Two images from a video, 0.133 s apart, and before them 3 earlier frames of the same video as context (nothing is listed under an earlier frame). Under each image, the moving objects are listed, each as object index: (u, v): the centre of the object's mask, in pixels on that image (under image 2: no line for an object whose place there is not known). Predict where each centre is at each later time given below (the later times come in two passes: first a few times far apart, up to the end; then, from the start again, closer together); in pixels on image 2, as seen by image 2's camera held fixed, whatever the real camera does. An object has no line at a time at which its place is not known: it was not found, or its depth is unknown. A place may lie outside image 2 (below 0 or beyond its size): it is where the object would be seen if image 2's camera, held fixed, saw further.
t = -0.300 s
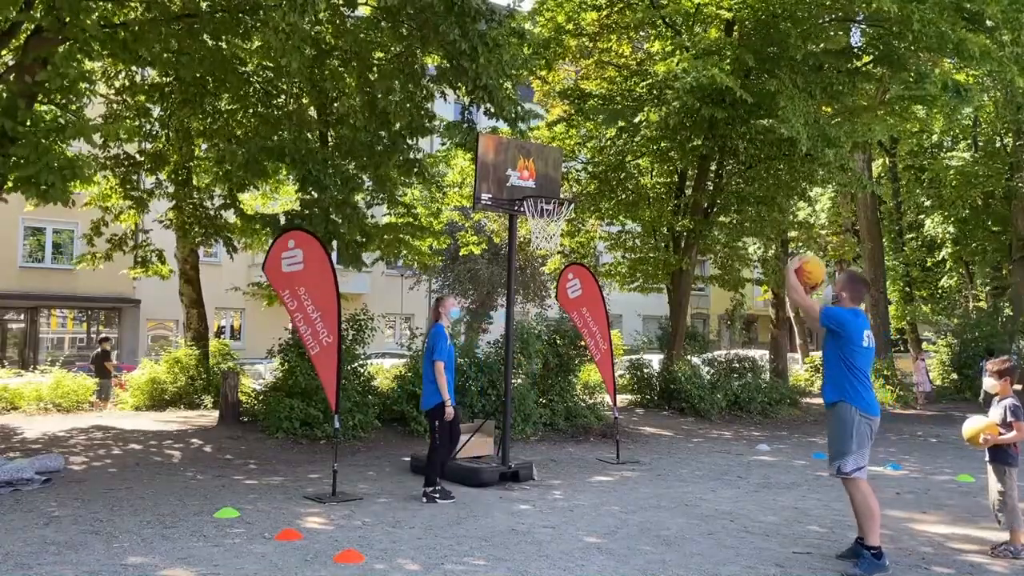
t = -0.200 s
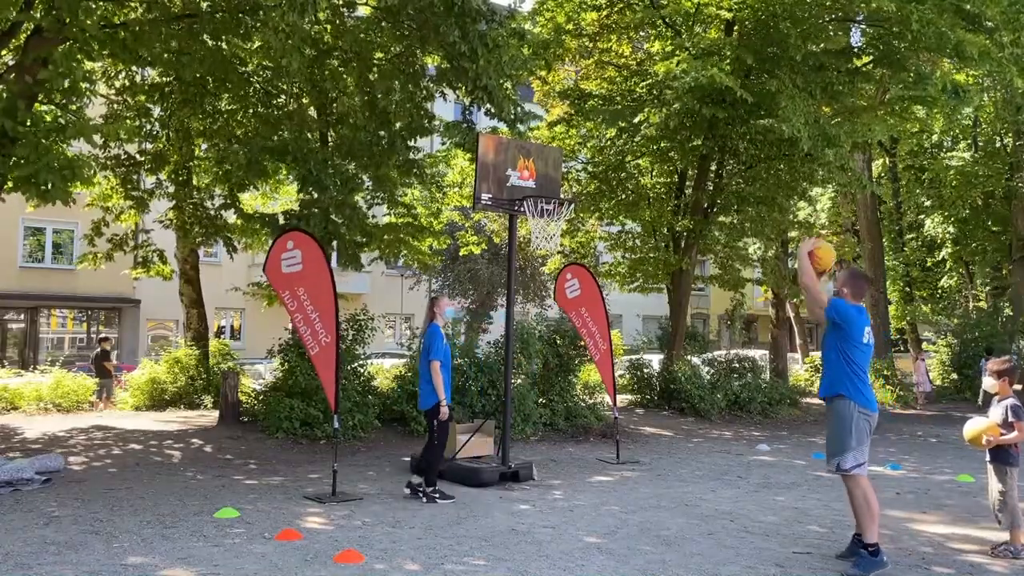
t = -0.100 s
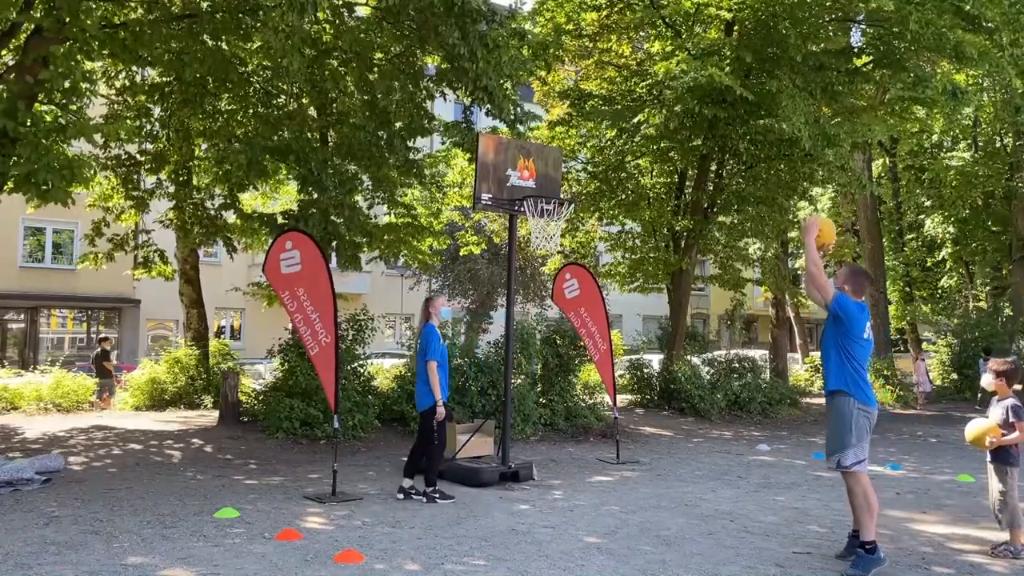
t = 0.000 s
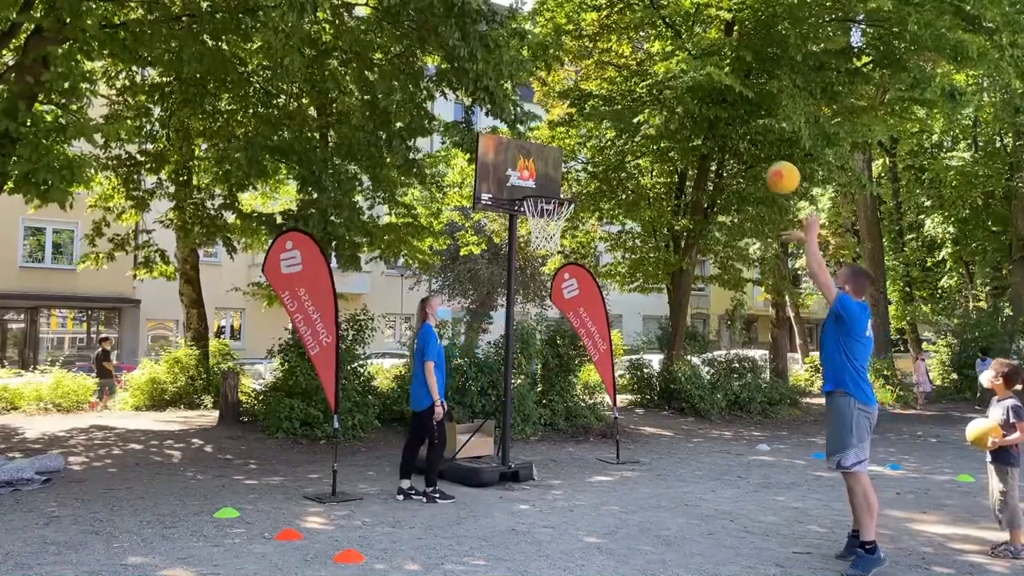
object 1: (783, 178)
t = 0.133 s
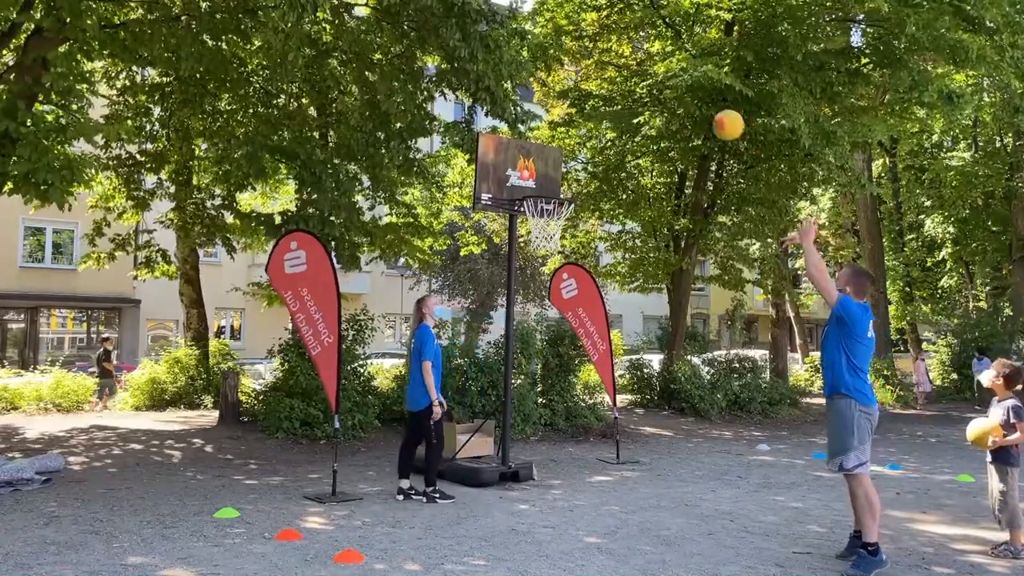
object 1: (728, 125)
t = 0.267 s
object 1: (679, 101)
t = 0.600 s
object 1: (577, 140)
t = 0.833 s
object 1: (561, 210)
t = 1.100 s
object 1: (568, 230)
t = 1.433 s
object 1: (546, 343)
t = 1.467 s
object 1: (545, 360)
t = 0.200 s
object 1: (703, 110)
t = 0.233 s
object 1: (691, 105)
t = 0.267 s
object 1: (679, 101)
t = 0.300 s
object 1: (668, 100)
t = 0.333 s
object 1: (658, 99)
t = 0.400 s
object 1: (636, 102)
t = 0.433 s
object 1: (625, 105)
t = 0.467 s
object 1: (615, 110)
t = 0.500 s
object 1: (605, 115)
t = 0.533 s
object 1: (596, 121)
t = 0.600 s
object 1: (577, 140)
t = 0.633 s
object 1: (569, 150)
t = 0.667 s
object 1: (559, 159)
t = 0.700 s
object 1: (551, 172)
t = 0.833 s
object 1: (561, 210)
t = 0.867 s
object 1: (569, 214)
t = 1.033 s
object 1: (570, 223)
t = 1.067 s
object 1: (570, 226)
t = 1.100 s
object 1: (568, 230)
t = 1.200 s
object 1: (560, 252)
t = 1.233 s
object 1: (559, 260)
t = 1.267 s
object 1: (557, 271)
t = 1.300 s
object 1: (554, 283)
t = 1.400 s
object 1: (548, 325)
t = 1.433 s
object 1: (546, 343)
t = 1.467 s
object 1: (545, 360)
